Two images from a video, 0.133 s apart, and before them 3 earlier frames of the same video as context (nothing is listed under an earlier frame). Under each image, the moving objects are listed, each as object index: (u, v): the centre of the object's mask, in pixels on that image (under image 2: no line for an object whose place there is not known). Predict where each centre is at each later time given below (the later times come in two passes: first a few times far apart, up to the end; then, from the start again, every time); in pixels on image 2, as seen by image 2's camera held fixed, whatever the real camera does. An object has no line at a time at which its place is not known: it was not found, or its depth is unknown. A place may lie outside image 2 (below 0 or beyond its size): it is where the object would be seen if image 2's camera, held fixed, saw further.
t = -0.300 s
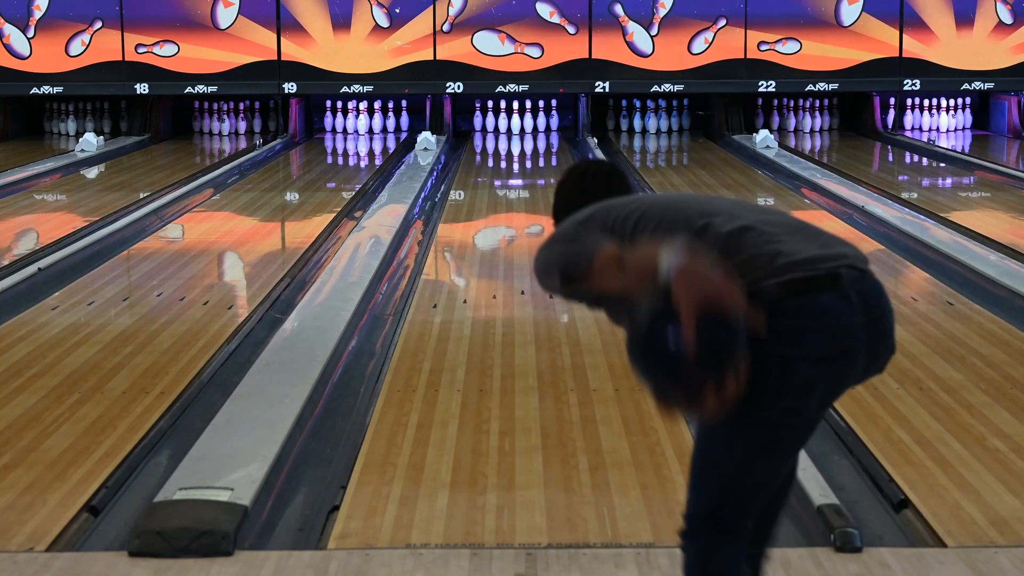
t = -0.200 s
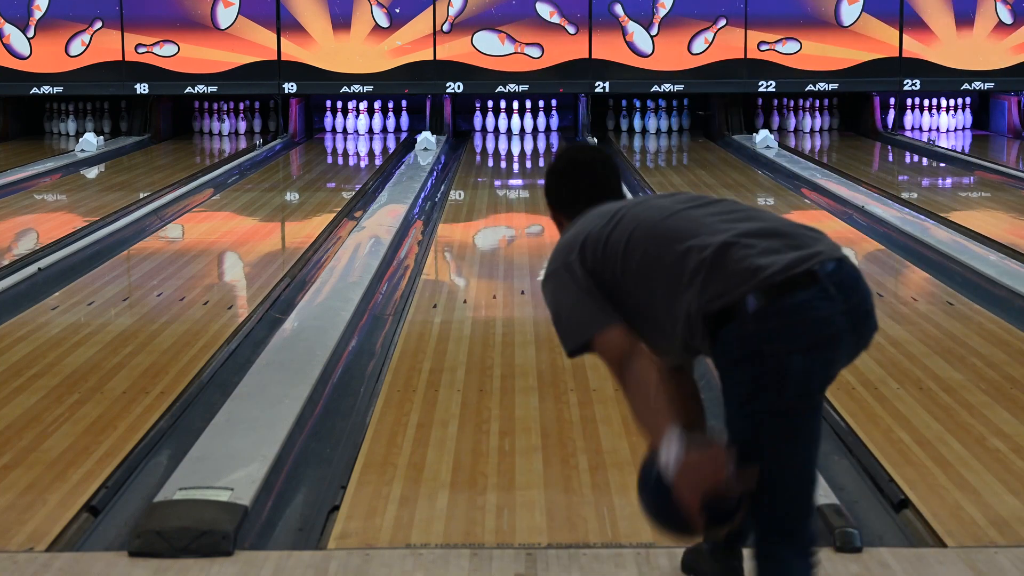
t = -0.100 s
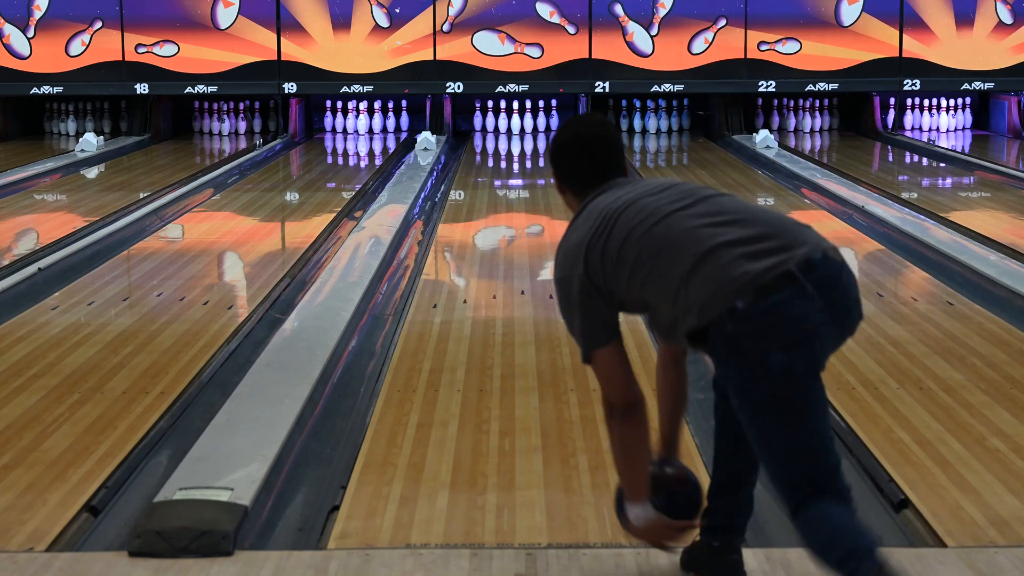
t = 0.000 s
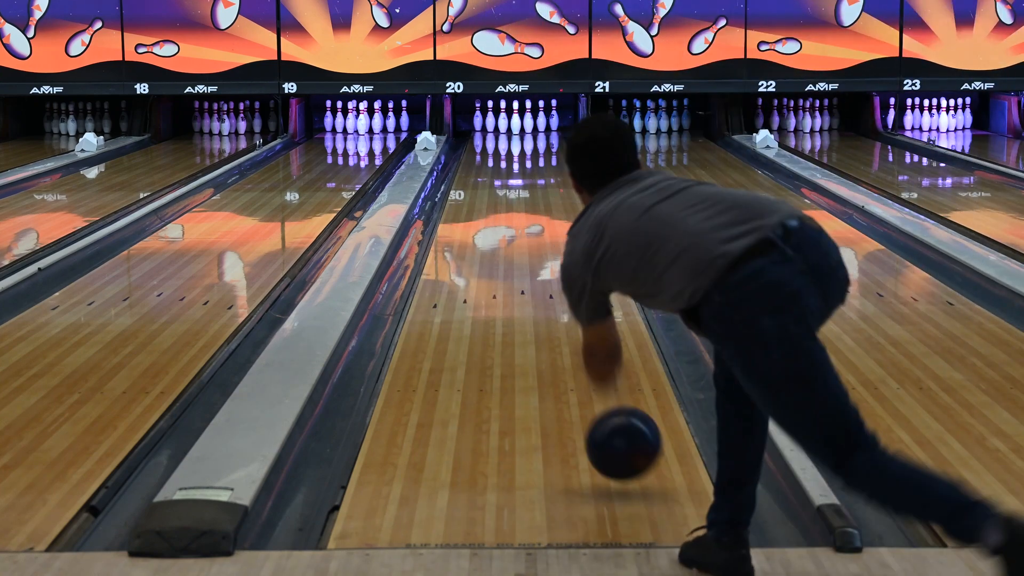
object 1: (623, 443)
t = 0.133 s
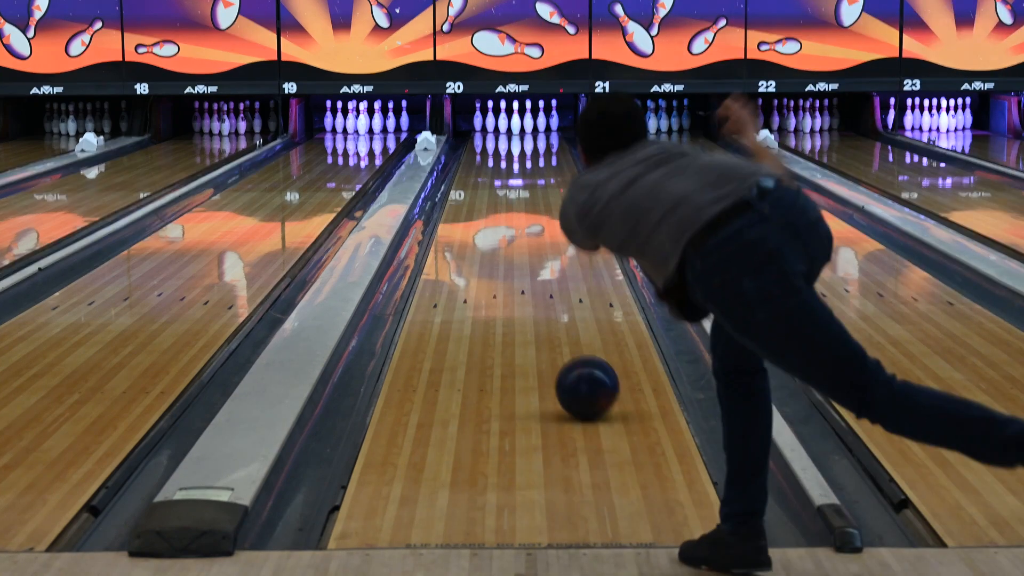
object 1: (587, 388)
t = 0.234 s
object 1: (566, 347)
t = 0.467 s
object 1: (533, 282)
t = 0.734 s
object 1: (509, 234)
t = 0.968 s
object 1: (495, 204)
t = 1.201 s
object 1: (485, 181)
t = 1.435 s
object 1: (479, 164)
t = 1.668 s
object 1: (477, 151)
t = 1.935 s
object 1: (485, 138)
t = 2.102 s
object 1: (495, 132)
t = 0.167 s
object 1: (579, 373)
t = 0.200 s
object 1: (573, 360)
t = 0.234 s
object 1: (566, 347)
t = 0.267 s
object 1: (561, 335)
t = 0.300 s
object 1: (555, 325)
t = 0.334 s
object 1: (550, 315)
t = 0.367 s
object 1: (545, 306)
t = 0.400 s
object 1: (541, 298)
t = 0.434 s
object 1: (536, 290)
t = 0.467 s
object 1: (533, 282)
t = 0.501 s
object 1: (529, 275)
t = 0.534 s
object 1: (526, 268)
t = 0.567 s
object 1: (522, 262)
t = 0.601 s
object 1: (519, 256)
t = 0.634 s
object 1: (517, 250)
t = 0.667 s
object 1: (514, 244)
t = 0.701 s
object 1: (511, 239)
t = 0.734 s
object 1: (509, 234)
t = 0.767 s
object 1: (507, 229)
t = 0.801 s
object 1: (504, 224)
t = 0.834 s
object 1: (502, 220)
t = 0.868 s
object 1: (500, 215)
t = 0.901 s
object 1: (498, 211)
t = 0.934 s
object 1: (497, 207)
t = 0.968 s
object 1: (495, 204)
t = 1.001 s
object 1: (493, 200)
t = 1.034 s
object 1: (492, 197)
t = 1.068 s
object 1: (490, 193)
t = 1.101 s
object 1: (489, 190)
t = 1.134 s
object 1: (488, 187)
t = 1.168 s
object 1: (487, 184)
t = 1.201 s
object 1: (485, 181)
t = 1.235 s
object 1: (484, 178)
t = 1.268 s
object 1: (483, 175)
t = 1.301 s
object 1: (482, 173)
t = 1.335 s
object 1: (481, 171)
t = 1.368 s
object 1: (481, 168)
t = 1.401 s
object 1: (480, 166)
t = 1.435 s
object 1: (479, 164)
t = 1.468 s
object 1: (479, 162)
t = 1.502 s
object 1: (478, 160)
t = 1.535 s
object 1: (477, 158)
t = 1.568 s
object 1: (478, 156)
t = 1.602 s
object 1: (477, 154)
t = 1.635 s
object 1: (478, 152)
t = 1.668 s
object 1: (477, 151)
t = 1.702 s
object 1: (478, 149)
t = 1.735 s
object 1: (478, 147)
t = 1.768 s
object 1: (479, 146)
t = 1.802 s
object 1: (480, 144)
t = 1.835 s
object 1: (481, 142)
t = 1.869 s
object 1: (482, 141)
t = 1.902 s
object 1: (483, 140)
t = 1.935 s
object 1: (485, 138)
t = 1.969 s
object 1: (486, 137)
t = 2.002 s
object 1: (488, 136)
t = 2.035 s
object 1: (490, 135)
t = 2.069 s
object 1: (493, 133)
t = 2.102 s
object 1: (495, 132)
